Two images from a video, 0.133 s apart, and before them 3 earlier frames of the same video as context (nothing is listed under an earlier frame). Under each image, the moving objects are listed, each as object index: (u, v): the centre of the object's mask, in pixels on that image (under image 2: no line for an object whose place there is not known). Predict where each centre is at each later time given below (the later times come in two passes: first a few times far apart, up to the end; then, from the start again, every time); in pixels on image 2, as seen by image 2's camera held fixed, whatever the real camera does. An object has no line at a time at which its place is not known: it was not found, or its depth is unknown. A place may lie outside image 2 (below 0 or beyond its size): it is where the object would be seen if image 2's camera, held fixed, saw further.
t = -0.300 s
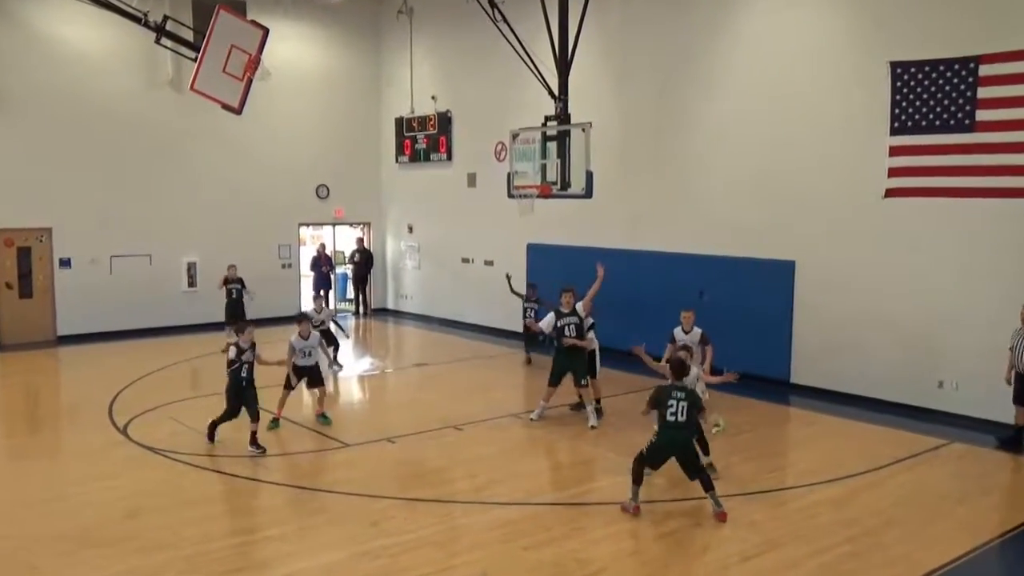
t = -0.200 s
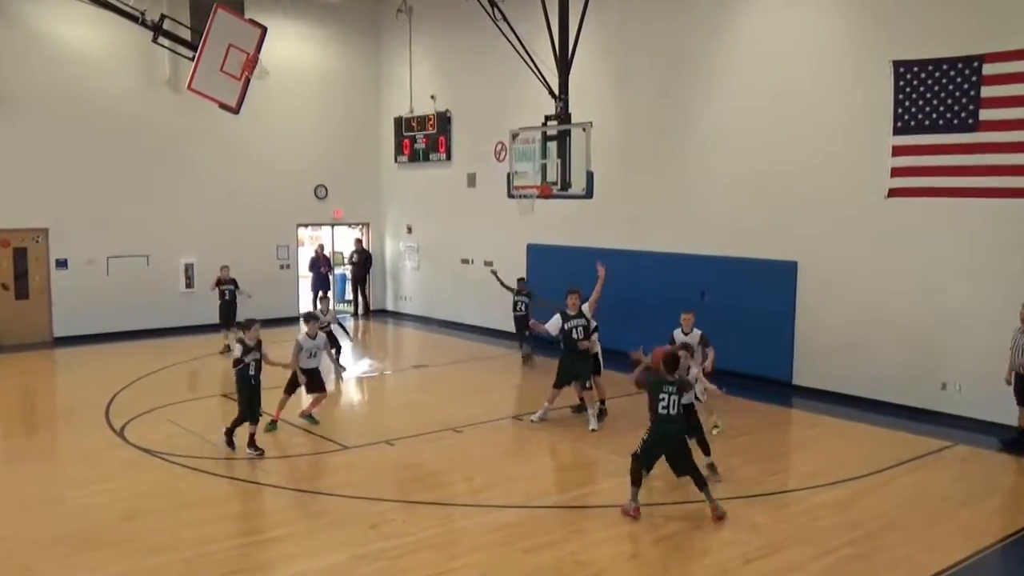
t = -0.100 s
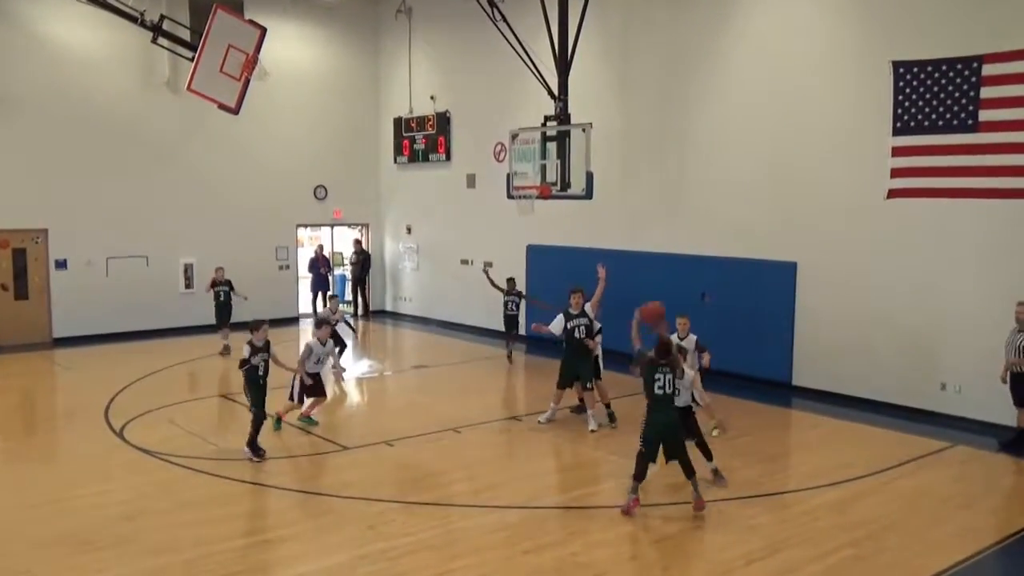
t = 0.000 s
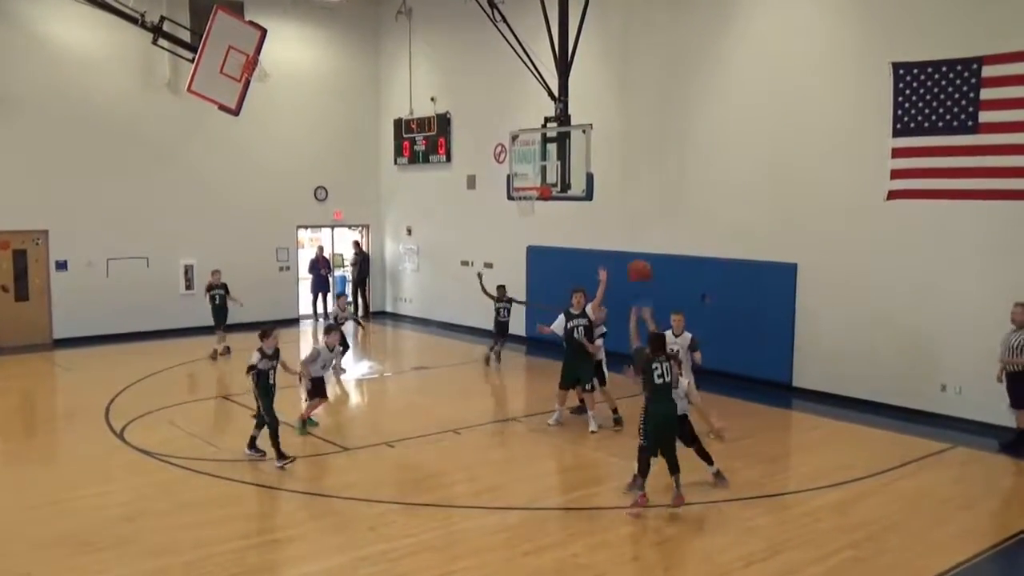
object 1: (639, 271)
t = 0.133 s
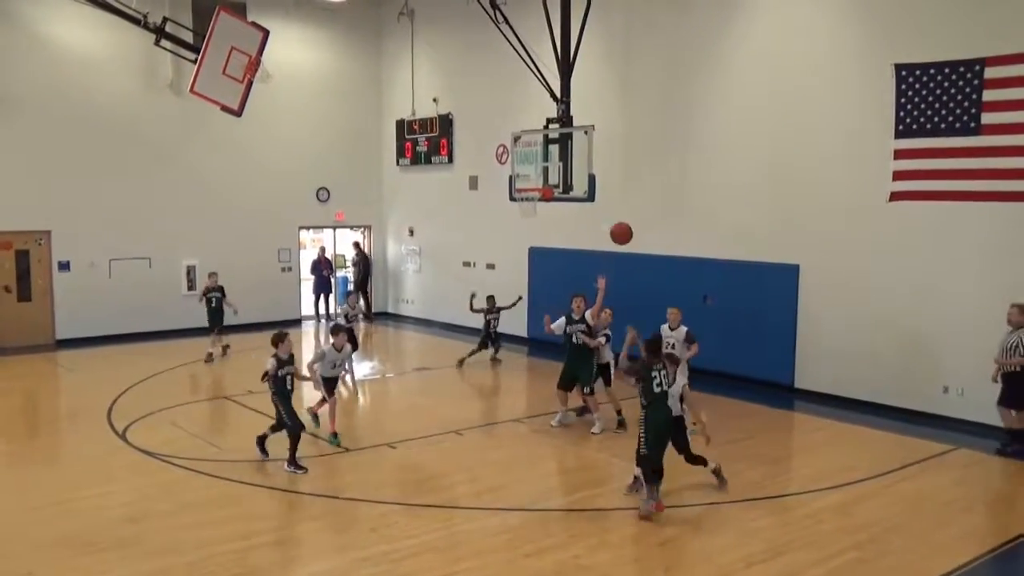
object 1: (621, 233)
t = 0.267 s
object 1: (604, 215)
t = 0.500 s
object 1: (576, 223)
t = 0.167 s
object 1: (617, 227)
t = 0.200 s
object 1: (612, 222)
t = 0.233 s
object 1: (608, 218)
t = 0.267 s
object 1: (604, 215)
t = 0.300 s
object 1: (599, 213)
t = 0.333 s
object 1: (595, 213)
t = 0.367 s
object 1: (591, 213)
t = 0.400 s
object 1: (587, 214)
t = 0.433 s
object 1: (583, 216)
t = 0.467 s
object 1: (580, 219)
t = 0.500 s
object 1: (576, 223)
